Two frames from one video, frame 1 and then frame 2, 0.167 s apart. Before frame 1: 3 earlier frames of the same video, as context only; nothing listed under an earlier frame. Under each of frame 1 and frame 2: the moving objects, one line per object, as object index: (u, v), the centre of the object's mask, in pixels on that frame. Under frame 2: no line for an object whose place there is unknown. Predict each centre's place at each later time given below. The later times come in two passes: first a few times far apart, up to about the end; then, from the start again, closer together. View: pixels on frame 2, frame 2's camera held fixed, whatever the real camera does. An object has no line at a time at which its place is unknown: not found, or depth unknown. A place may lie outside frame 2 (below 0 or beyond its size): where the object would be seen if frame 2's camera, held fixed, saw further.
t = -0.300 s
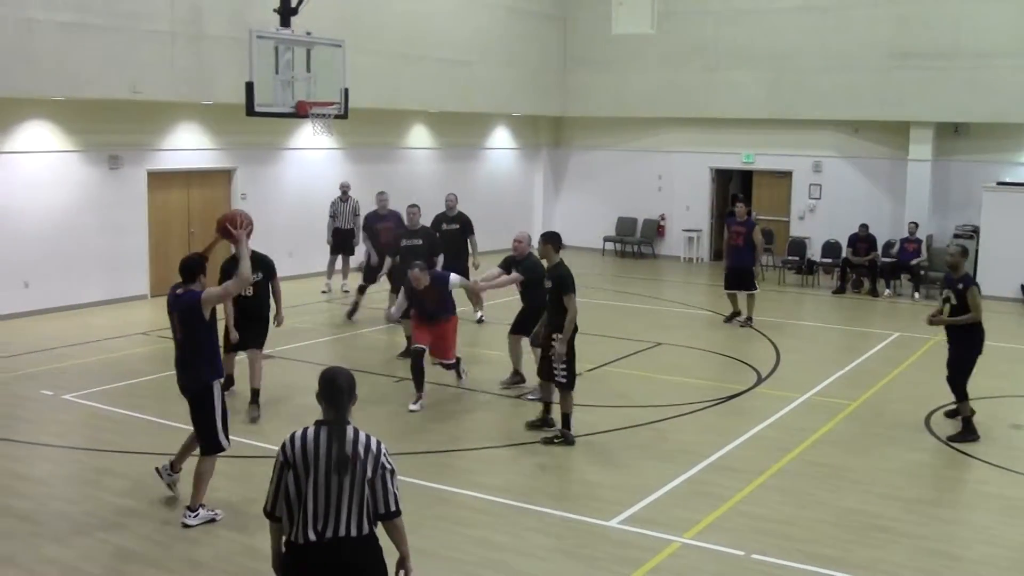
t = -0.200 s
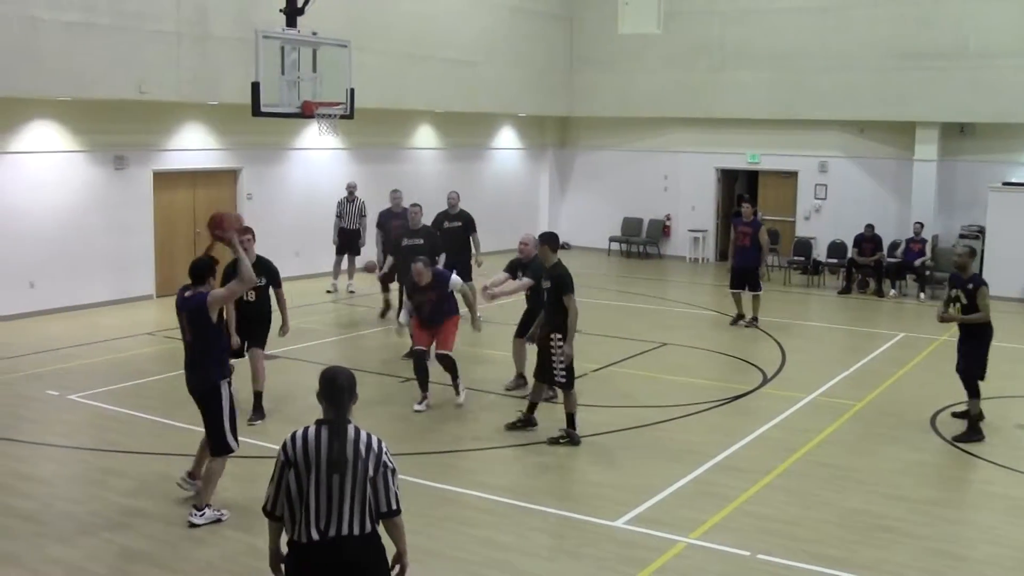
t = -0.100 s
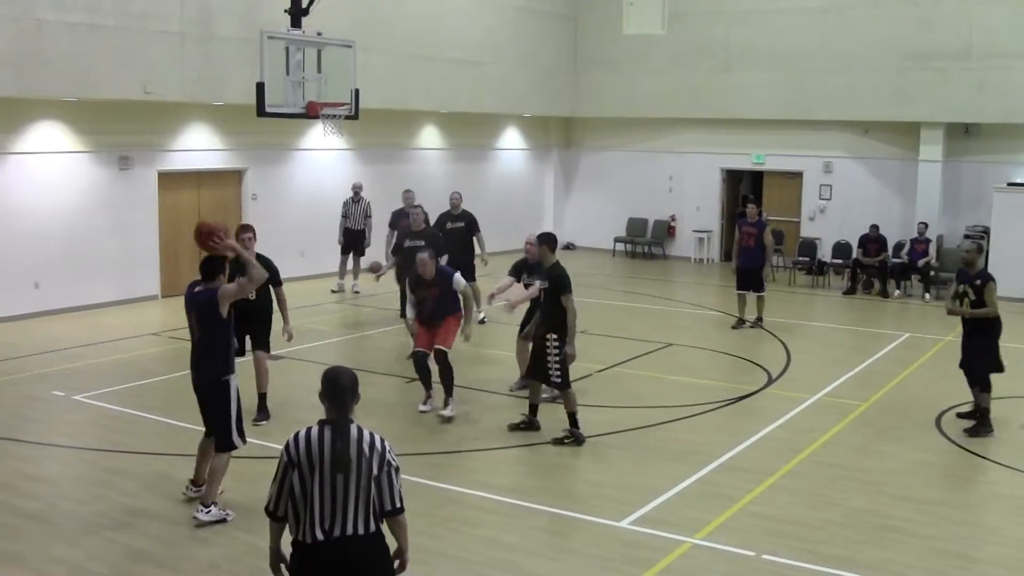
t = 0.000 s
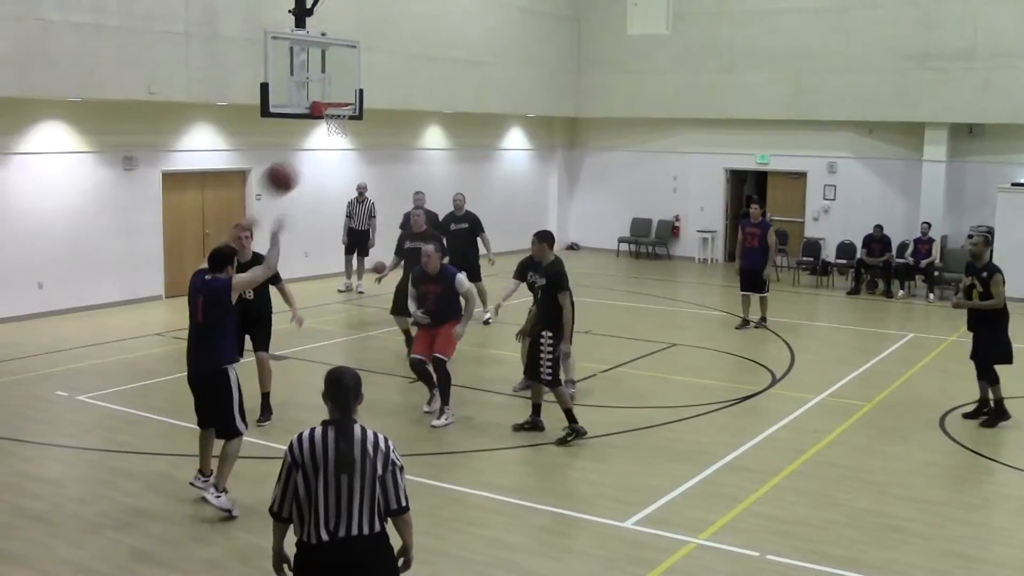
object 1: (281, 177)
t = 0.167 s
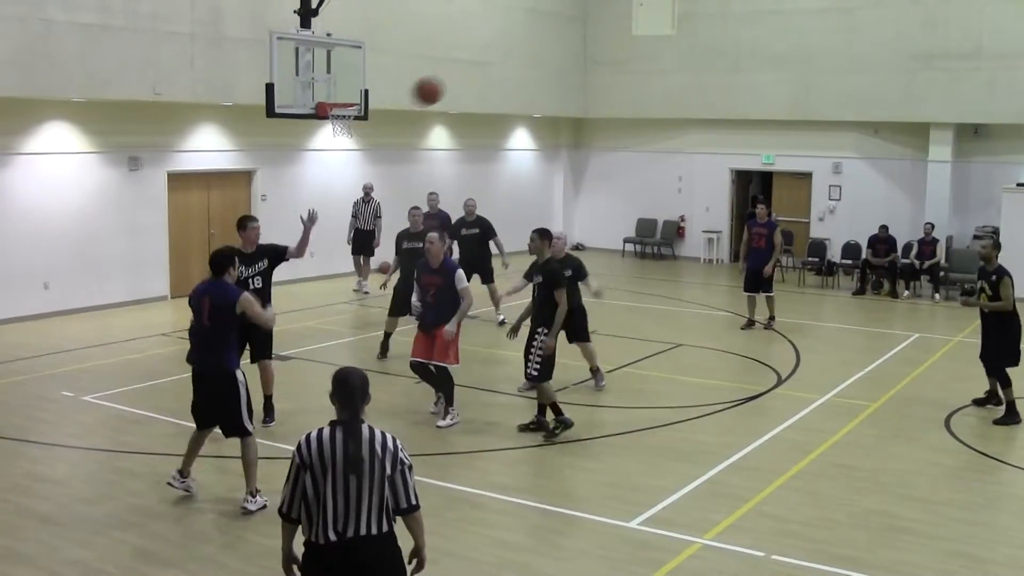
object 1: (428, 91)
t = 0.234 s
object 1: (475, 71)
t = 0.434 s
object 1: (591, 51)
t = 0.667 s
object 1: (691, 77)
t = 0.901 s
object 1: (760, 141)
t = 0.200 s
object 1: (452, 81)
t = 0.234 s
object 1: (475, 71)
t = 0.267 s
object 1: (497, 64)
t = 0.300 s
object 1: (518, 58)
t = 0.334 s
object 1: (538, 54)
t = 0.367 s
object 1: (556, 52)
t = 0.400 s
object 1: (574, 51)
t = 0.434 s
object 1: (591, 51)
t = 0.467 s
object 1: (607, 52)
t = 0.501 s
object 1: (623, 54)
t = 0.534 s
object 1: (637, 56)
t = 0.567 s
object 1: (651, 61)
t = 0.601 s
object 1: (664, 66)
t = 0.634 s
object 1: (678, 71)
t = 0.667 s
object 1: (691, 77)
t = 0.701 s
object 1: (701, 84)
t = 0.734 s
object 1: (712, 92)
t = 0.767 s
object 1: (723, 101)
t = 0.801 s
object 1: (733, 110)
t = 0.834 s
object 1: (742, 120)
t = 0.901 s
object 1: (760, 141)
